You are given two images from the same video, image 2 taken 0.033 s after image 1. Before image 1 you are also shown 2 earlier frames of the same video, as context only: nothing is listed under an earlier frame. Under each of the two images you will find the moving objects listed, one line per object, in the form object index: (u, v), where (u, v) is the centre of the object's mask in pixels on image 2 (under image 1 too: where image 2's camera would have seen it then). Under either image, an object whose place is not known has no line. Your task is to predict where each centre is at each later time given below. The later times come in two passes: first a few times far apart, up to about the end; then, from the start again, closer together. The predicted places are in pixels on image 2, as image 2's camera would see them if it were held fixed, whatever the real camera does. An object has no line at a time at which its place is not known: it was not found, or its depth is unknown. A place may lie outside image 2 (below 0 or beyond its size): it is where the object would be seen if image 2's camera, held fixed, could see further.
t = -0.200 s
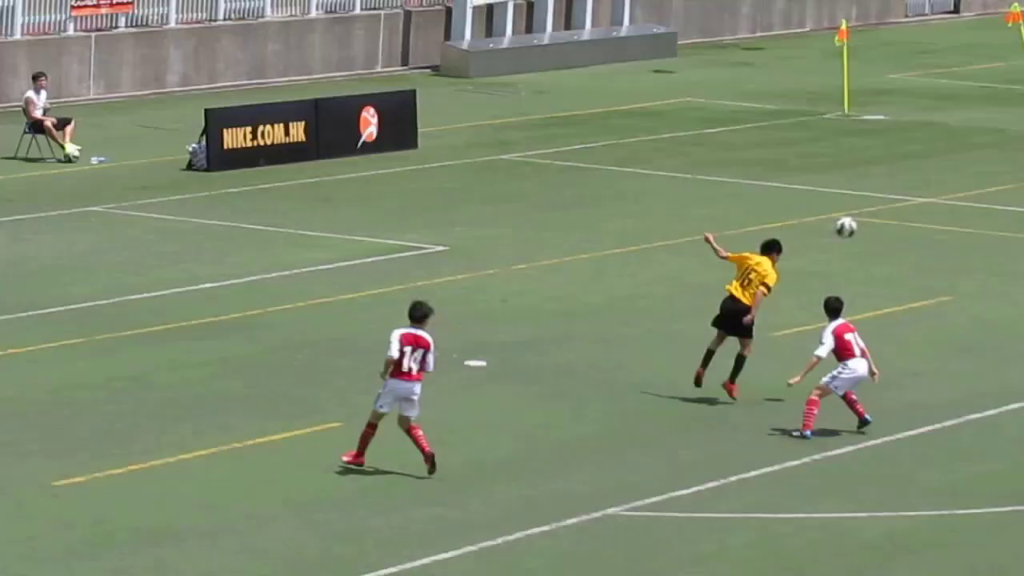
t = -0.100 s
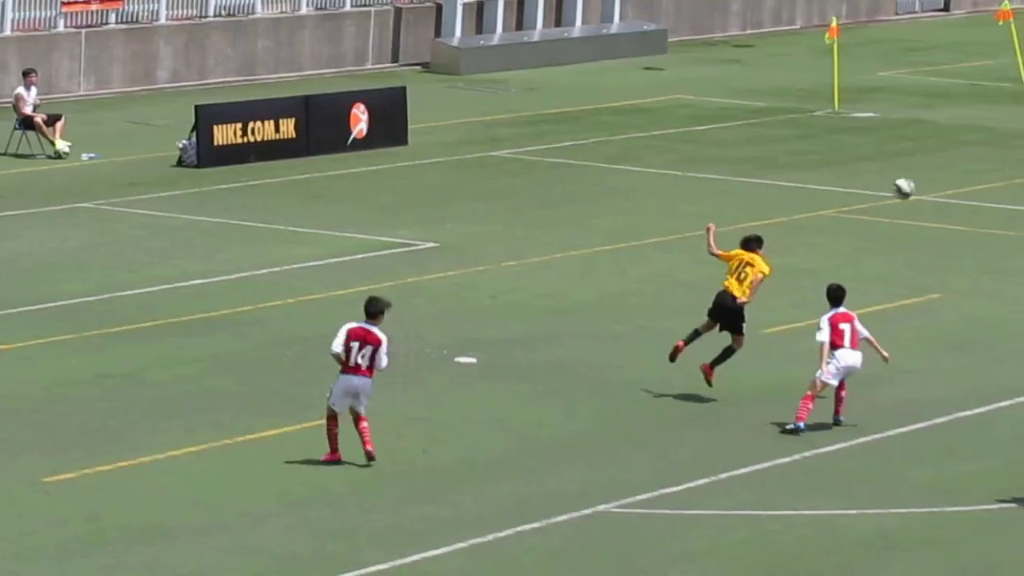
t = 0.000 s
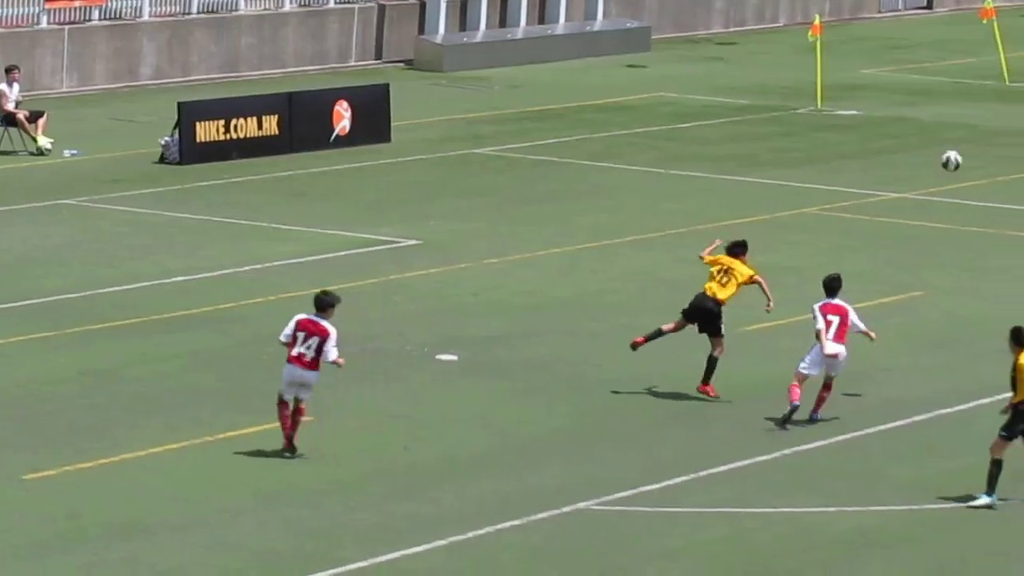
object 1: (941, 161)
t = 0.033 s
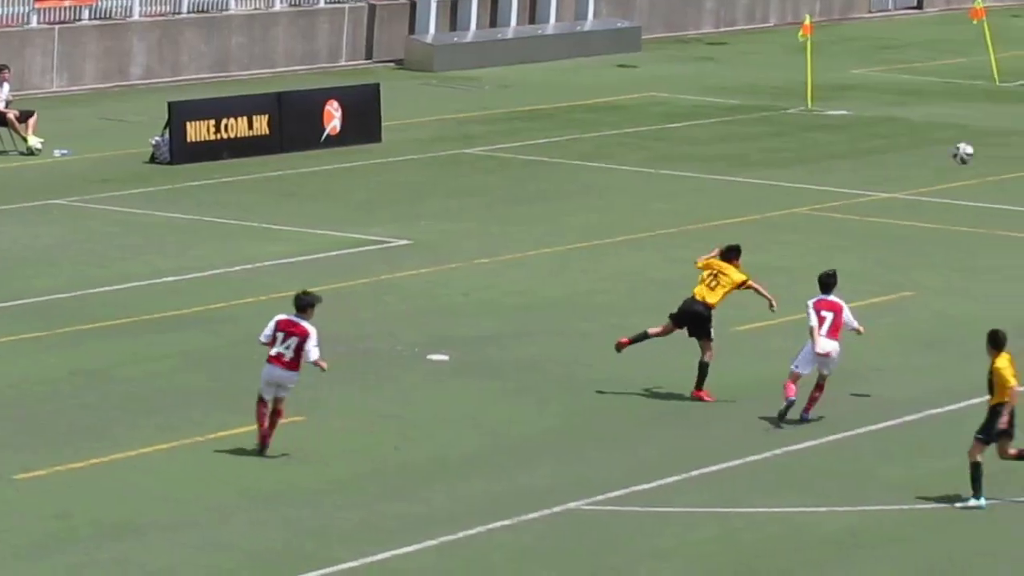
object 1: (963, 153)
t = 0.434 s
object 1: (1213, 146)
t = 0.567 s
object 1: (1290, 173)
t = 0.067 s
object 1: (982, 147)
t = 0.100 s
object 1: (1004, 143)
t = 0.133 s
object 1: (1025, 139)
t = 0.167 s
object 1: (1046, 136)
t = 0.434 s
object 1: (1213, 146)
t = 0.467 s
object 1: (1232, 151)
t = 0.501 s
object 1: (1251, 158)
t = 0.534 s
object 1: (1271, 165)
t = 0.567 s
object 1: (1290, 173)
